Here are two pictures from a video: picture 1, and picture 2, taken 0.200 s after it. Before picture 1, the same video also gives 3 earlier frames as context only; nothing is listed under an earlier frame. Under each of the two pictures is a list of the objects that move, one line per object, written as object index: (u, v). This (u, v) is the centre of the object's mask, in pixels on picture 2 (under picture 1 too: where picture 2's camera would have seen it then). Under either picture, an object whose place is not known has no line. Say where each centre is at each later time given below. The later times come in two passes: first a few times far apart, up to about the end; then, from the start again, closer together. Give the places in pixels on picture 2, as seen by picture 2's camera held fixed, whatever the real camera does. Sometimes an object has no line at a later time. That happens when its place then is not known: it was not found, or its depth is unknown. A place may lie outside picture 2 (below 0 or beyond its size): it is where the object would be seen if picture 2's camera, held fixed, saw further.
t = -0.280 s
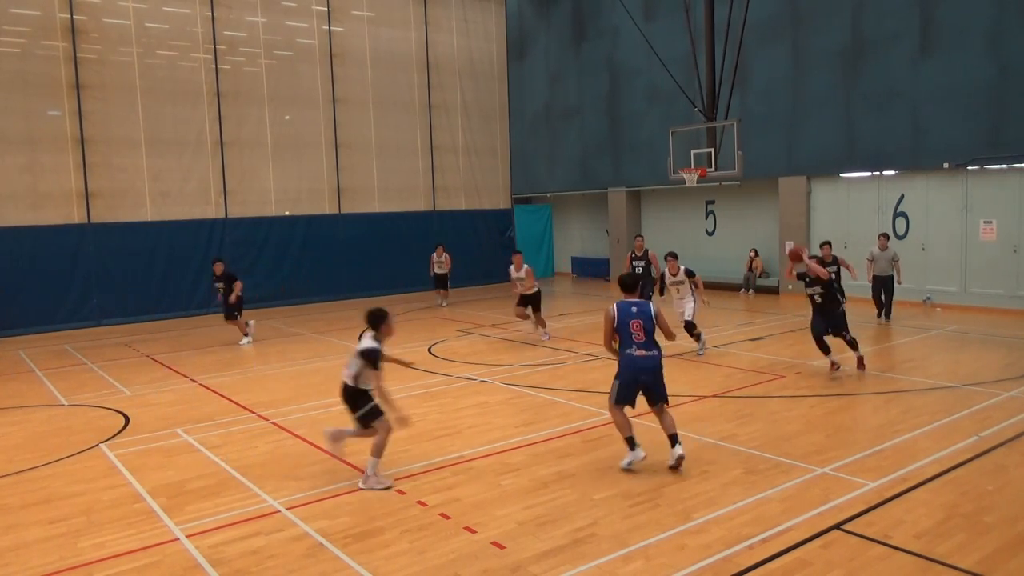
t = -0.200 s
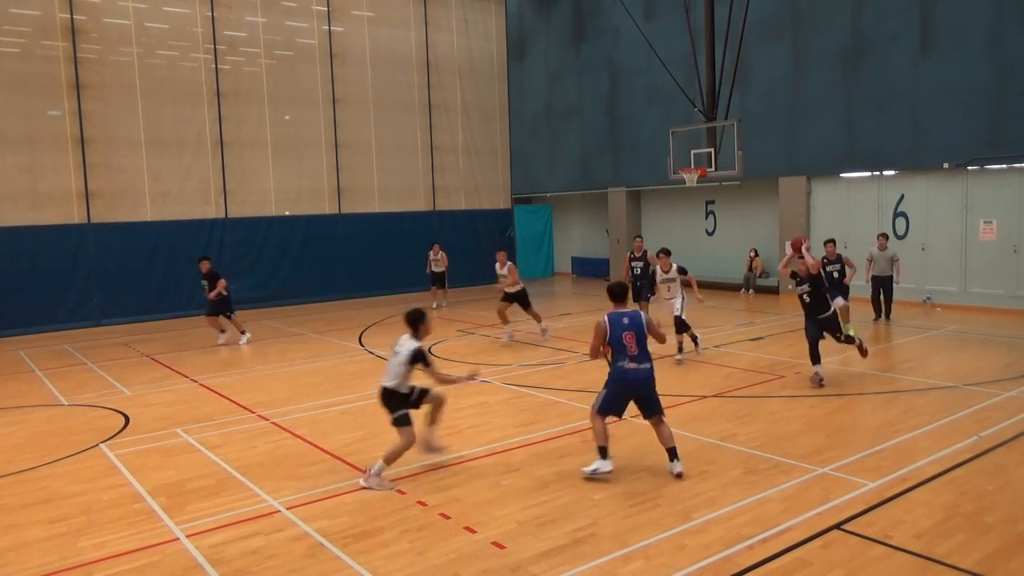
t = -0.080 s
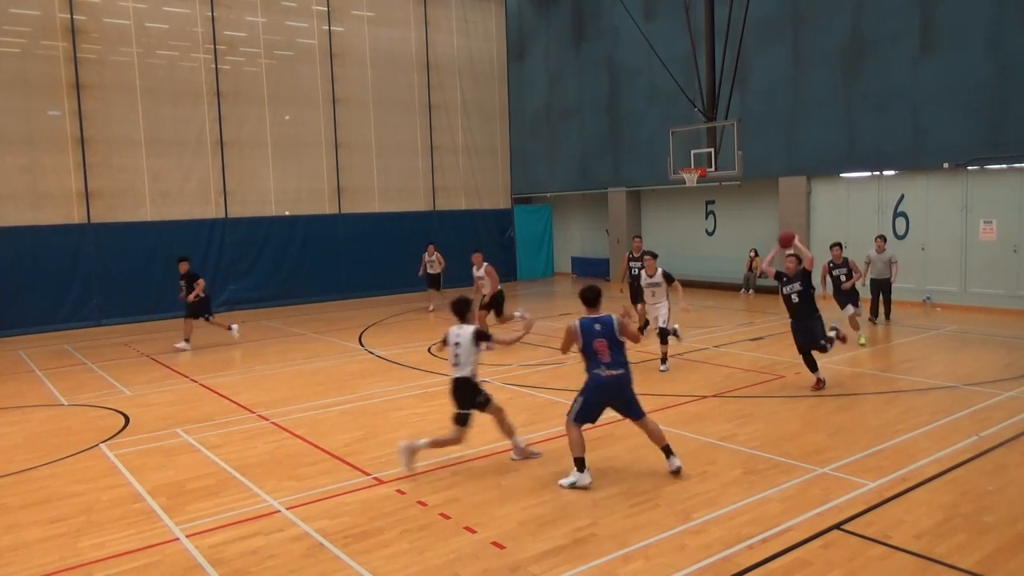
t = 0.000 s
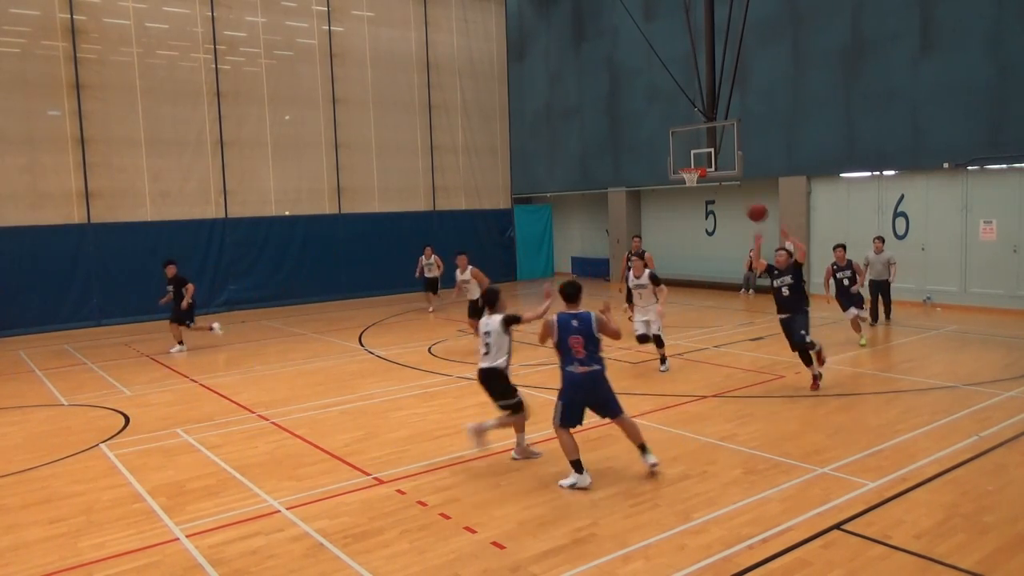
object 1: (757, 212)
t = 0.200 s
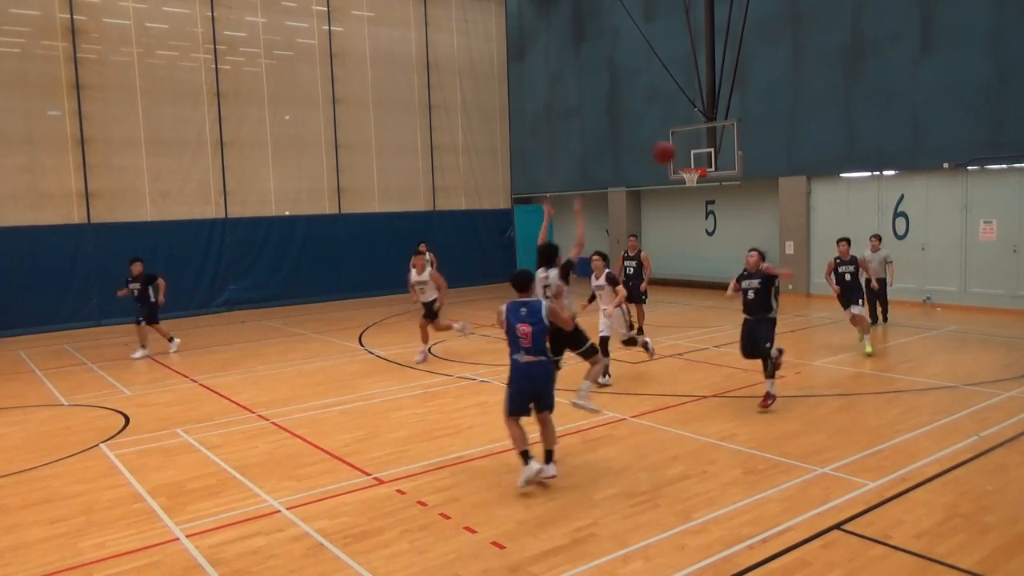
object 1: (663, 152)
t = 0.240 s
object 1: (642, 143)
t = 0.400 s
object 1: (545, 116)
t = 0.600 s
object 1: (390, 119)
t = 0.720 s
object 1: (275, 147)
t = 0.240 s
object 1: (642, 143)
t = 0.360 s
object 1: (572, 121)
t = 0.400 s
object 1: (545, 116)
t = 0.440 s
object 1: (518, 113)
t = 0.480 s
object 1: (488, 112)
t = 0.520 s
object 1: (458, 112)
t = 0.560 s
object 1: (425, 115)
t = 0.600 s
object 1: (390, 119)
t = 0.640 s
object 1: (354, 126)
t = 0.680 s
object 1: (316, 135)
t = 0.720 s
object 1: (275, 147)
